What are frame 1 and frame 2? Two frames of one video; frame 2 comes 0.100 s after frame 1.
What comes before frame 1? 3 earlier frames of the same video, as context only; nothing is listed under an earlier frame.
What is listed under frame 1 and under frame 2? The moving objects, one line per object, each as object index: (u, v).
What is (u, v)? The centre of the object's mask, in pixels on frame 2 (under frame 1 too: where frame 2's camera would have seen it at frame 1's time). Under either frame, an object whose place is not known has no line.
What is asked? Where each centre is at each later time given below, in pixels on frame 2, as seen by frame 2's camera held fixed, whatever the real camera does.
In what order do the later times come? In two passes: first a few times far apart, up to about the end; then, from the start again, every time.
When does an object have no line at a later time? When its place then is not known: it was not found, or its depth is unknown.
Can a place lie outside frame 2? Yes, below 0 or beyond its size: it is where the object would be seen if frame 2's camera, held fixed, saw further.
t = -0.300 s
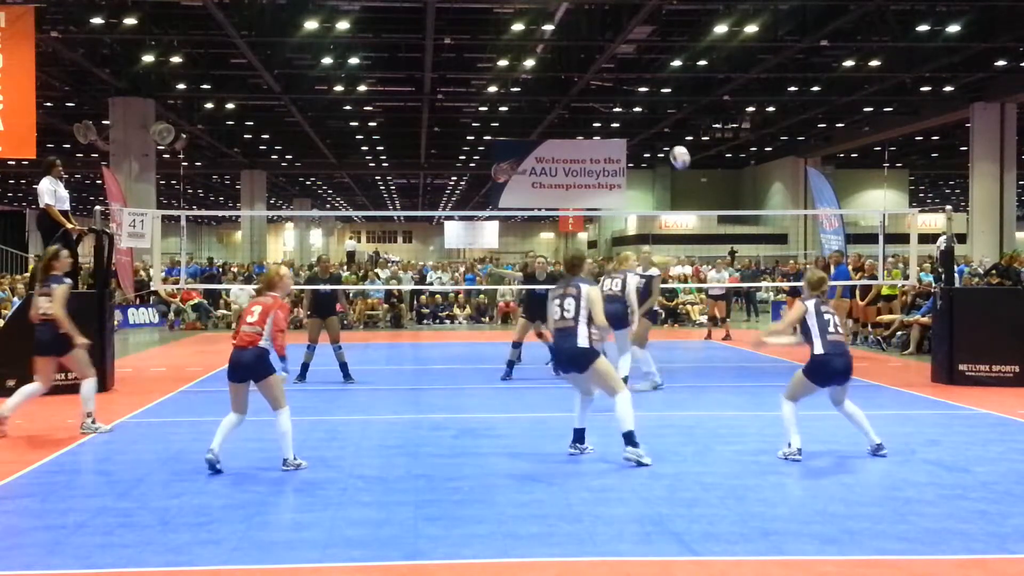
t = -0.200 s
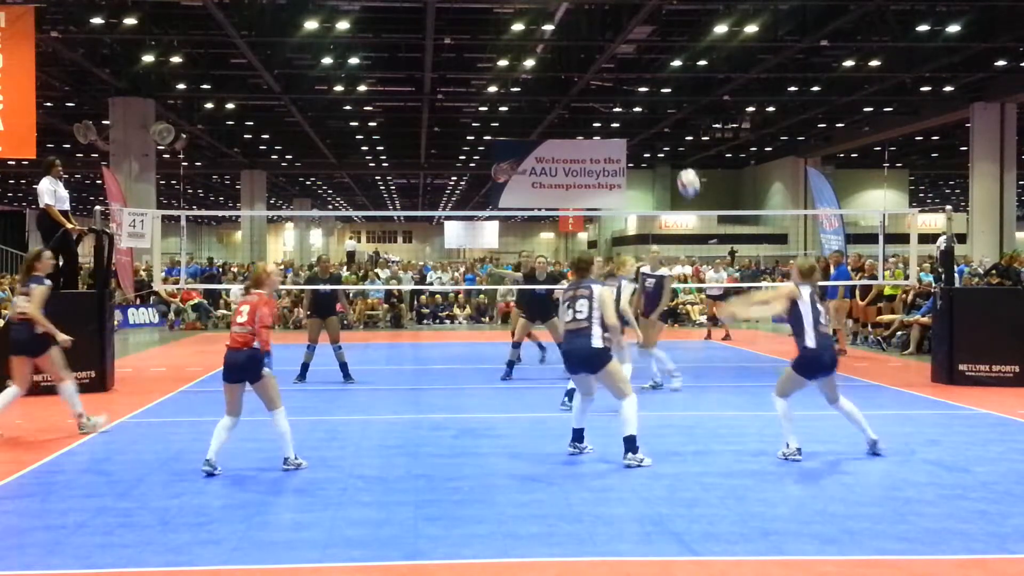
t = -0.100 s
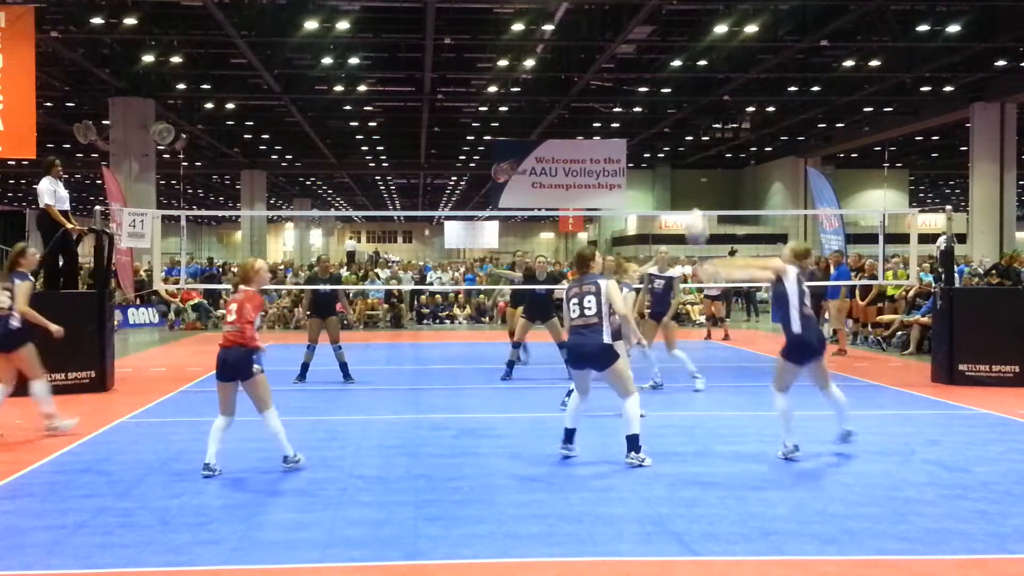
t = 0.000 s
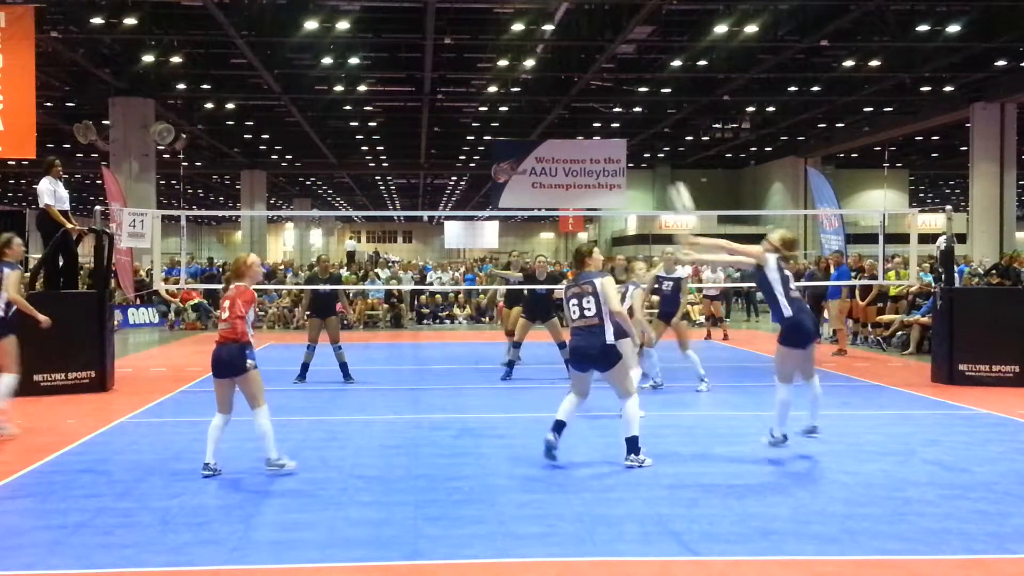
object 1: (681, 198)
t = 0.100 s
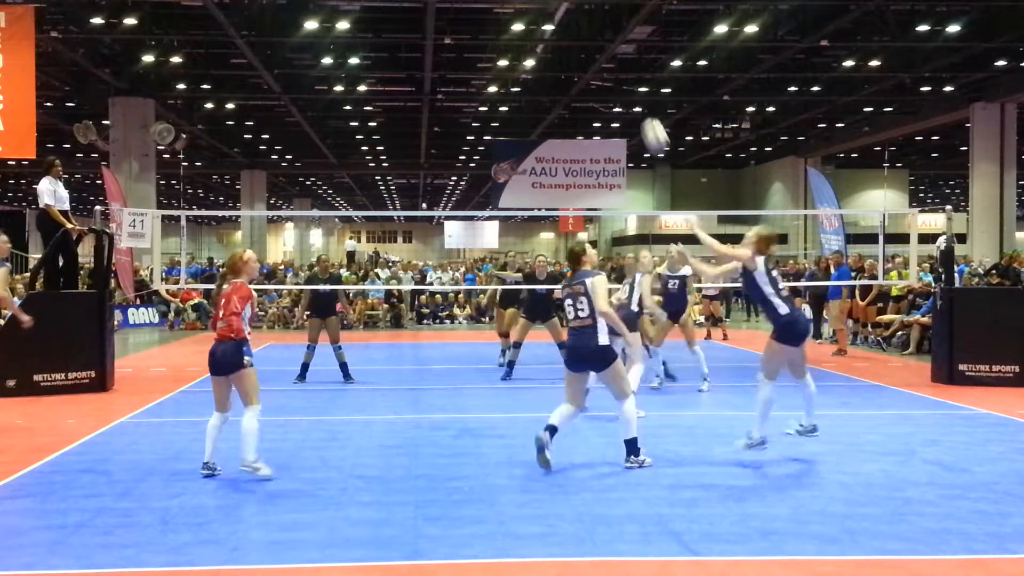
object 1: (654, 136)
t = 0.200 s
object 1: (631, 85)
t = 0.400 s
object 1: (590, 25)
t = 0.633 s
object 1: (551, 11)
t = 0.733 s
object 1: (535, 22)
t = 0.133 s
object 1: (646, 118)
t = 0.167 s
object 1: (638, 100)
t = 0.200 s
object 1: (631, 85)
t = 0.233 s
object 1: (623, 72)
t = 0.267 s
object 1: (616, 60)
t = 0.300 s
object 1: (609, 49)
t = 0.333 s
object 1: (602, 40)
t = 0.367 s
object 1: (596, 32)
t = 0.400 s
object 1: (590, 25)
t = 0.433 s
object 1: (584, 20)
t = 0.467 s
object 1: (578, 15)
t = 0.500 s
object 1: (573, 12)
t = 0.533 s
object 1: (567, 11)
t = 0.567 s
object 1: (561, 10)
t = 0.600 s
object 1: (556, 10)
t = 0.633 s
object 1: (551, 11)
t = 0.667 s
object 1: (545, 14)
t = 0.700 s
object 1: (540, 17)
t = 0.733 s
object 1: (535, 22)
